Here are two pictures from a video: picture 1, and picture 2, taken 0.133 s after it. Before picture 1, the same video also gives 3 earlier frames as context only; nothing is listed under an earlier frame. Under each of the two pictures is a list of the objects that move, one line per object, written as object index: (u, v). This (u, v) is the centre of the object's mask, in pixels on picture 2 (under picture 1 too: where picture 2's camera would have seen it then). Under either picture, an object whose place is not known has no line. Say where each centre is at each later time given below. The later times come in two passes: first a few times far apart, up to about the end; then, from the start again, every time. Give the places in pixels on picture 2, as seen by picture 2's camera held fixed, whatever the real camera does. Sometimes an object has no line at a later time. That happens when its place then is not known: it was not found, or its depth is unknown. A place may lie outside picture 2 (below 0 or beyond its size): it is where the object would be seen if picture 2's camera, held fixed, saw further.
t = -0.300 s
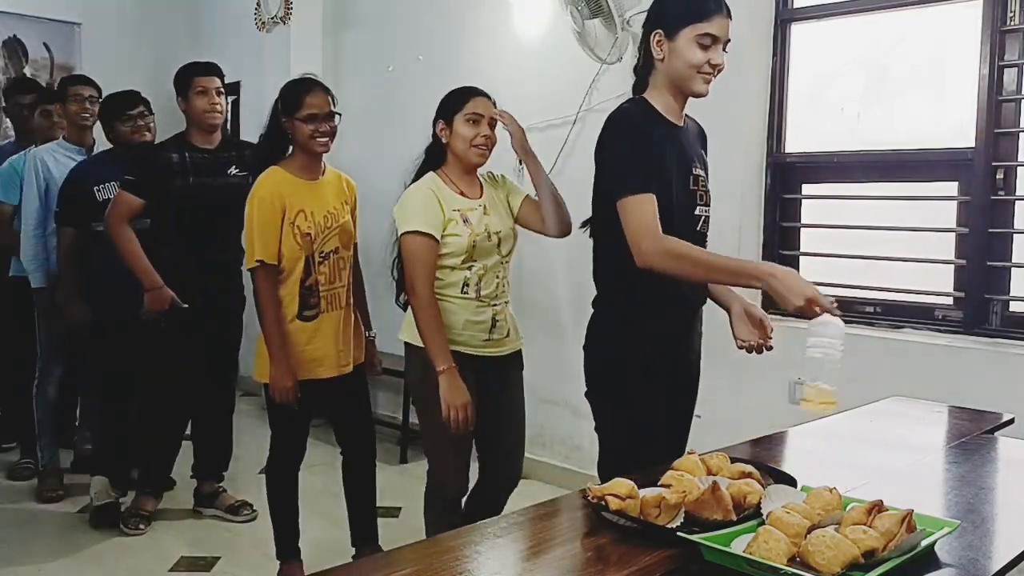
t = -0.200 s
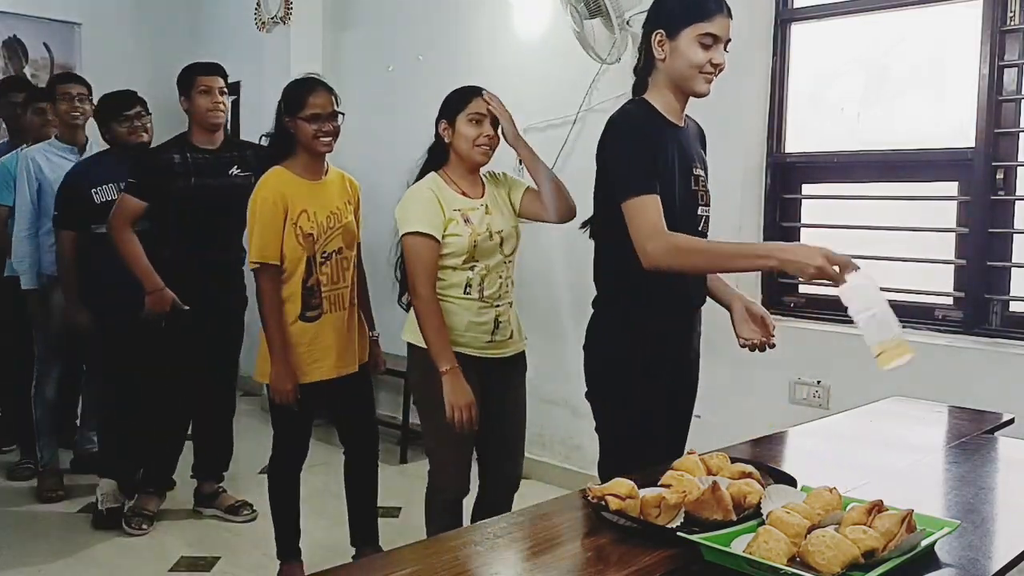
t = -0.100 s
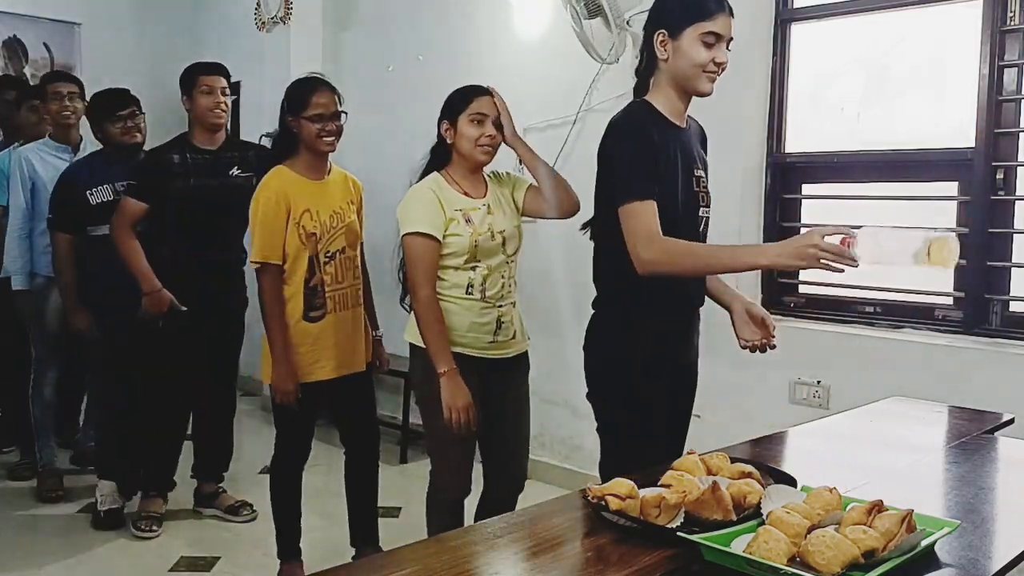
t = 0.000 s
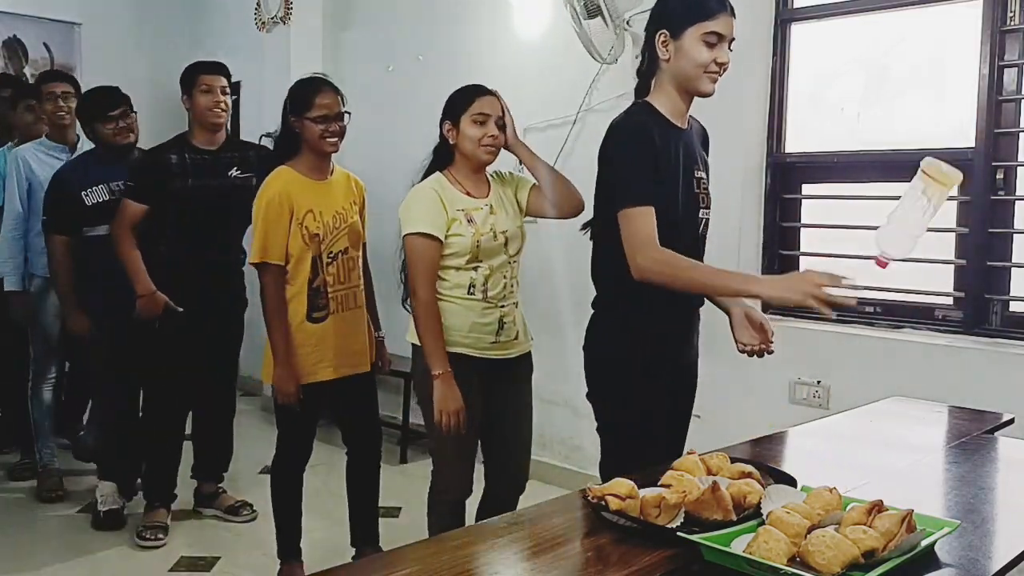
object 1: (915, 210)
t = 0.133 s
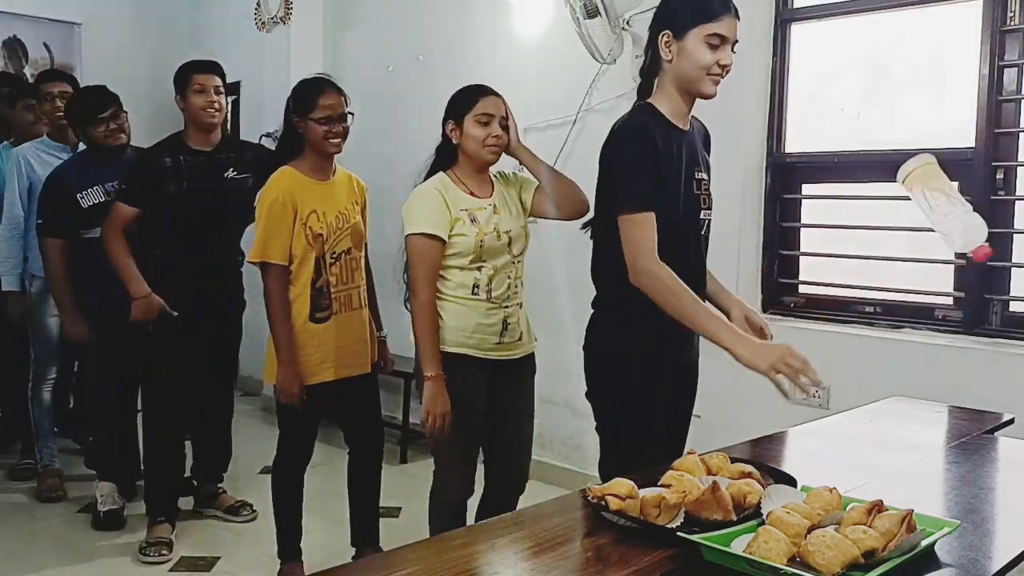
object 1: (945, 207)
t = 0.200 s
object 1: (950, 231)
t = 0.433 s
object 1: (906, 437)
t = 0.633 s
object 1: (887, 435)
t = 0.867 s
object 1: (874, 431)
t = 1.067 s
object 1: (870, 432)
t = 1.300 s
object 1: (869, 432)
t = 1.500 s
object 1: (869, 432)
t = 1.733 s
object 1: (869, 432)
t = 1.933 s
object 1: (869, 431)
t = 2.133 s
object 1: (869, 431)
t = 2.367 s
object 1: (869, 432)
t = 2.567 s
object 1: (869, 431)
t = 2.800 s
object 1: (869, 431)
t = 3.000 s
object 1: (869, 432)
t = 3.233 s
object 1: (869, 432)
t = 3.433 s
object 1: (869, 432)
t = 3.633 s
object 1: (869, 432)
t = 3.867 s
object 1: (869, 432)
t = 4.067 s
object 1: (869, 431)
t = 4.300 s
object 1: (869, 431)
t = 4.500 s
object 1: (869, 431)
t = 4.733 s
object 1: (869, 432)
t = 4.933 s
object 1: (869, 432)
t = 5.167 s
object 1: (869, 432)
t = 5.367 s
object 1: (869, 432)
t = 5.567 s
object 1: (869, 432)
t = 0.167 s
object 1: (949, 216)
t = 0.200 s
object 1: (950, 231)
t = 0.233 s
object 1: (949, 251)
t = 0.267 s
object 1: (944, 281)
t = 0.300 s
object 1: (937, 315)
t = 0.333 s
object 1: (930, 356)
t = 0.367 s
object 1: (923, 407)
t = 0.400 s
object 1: (914, 426)
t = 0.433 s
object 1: (906, 437)
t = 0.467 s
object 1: (903, 437)
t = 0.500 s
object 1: (901, 437)
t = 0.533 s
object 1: (898, 437)
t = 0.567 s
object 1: (895, 437)
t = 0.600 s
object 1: (891, 435)
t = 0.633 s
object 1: (887, 435)
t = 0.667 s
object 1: (881, 434)
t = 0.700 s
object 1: (876, 433)
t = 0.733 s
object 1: (874, 432)
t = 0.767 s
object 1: (874, 432)
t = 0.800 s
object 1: (874, 431)
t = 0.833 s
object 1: (875, 431)
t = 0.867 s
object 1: (874, 431)
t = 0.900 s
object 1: (873, 431)
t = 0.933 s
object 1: (869, 431)
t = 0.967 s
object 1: (866, 431)
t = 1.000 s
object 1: (865, 431)
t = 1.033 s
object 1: (868, 431)
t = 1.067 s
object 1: (870, 432)
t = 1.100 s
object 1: (869, 432)
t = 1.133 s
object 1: (867, 431)
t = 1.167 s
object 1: (869, 432)
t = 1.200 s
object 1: (869, 432)
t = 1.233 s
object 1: (869, 432)
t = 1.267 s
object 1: (869, 432)
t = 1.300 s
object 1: (869, 432)
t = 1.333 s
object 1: (869, 432)
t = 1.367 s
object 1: (869, 432)
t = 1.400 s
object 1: (869, 432)
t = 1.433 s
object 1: (869, 432)
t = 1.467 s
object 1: (869, 432)
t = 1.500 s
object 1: (869, 432)
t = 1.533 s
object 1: (869, 432)
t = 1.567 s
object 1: (869, 432)
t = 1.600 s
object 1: (869, 432)
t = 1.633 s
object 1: (869, 432)
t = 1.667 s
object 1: (869, 432)
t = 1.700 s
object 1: (869, 432)
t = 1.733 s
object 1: (869, 432)
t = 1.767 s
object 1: (869, 432)
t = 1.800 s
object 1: (869, 432)
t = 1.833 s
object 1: (869, 432)
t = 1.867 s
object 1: (869, 432)
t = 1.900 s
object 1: (869, 432)
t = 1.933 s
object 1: (869, 431)
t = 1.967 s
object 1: (869, 432)
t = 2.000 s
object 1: (869, 432)
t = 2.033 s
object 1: (869, 431)
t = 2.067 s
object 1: (869, 431)
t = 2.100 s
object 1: (869, 432)
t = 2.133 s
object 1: (869, 431)
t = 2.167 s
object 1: (869, 431)
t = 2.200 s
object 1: (869, 431)
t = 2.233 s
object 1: (869, 431)
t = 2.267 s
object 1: (869, 432)
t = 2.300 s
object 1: (869, 431)
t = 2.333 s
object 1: (869, 432)
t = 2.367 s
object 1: (869, 432)
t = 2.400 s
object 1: (869, 432)
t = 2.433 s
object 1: (869, 432)
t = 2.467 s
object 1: (869, 432)
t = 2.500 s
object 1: (869, 431)
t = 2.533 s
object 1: (869, 431)
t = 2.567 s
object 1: (869, 431)
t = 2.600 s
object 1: (869, 432)
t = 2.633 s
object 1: (869, 431)
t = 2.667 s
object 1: (869, 432)
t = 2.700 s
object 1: (869, 431)
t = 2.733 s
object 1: (869, 432)
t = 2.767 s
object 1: (869, 432)
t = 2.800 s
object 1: (869, 431)
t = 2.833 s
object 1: (869, 432)
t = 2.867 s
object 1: (869, 432)
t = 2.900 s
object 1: (869, 431)
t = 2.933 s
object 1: (869, 432)
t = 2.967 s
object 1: (869, 432)
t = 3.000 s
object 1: (869, 432)
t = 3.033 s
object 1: (869, 431)
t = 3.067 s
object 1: (869, 431)
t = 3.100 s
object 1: (869, 431)
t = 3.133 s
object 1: (869, 431)
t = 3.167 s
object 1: (869, 431)
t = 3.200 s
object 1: (869, 431)
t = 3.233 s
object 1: (869, 432)
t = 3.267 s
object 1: (869, 432)
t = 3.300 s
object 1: (869, 432)
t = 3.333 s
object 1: (869, 432)
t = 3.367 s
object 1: (869, 432)
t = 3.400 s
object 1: (869, 432)
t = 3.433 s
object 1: (869, 432)
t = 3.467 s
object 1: (869, 432)
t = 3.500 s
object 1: (869, 432)
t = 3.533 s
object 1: (869, 431)
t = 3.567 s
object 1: (869, 431)
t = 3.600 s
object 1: (869, 431)
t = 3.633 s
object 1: (869, 432)
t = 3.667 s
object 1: (869, 431)
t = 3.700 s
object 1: (869, 432)
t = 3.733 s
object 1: (869, 431)
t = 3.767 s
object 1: (869, 432)
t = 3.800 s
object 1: (869, 431)
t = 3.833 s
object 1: (869, 432)
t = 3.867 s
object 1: (869, 432)
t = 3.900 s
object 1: (869, 432)
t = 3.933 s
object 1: (869, 432)
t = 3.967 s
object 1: (869, 432)
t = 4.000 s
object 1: (869, 432)
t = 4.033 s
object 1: (869, 431)
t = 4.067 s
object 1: (869, 431)
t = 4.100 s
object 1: (869, 432)
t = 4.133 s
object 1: (869, 431)
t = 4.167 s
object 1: (869, 431)
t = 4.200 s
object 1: (869, 432)
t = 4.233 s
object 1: (869, 431)
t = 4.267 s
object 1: (869, 431)
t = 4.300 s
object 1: (869, 431)
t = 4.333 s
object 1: (869, 432)
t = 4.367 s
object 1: (869, 432)
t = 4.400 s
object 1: (869, 431)
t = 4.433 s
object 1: (869, 431)
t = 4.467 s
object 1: (869, 432)
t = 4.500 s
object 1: (869, 431)
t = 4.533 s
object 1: (869, 431)
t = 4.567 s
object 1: (869, 431)
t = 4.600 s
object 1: (869, 432)
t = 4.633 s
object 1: (869, 431)
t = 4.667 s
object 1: (869, 432)
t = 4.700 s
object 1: (869, 431)
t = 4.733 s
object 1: (869, 432)
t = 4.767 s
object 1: (869, 432)
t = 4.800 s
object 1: (869, 431)
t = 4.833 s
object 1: (869, 432)
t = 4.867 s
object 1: (869, 432)
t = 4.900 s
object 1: (869, 432)
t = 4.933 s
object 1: (869, 432)
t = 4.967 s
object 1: (869, 432)
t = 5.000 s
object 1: (869, 432)
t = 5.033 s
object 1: (869, 432)
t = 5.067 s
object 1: (869, 432)
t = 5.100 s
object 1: (869, 432)
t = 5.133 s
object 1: (869, 432)
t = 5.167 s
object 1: (869, 432)
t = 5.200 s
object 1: (869, 432)
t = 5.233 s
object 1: (869, 431)
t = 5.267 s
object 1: (869, 432)
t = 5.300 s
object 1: (869, 432)
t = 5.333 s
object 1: (869, 432)
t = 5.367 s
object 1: (869, 432)
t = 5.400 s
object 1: (869, 432)
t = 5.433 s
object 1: (869, 432)
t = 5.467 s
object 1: (869, 432)
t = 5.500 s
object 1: (869, 432)
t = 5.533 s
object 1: (869, 432)
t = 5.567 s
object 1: (869, 432)
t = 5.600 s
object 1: (869, 432)
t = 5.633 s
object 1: (869, 431)
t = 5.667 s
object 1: (869, 431)
